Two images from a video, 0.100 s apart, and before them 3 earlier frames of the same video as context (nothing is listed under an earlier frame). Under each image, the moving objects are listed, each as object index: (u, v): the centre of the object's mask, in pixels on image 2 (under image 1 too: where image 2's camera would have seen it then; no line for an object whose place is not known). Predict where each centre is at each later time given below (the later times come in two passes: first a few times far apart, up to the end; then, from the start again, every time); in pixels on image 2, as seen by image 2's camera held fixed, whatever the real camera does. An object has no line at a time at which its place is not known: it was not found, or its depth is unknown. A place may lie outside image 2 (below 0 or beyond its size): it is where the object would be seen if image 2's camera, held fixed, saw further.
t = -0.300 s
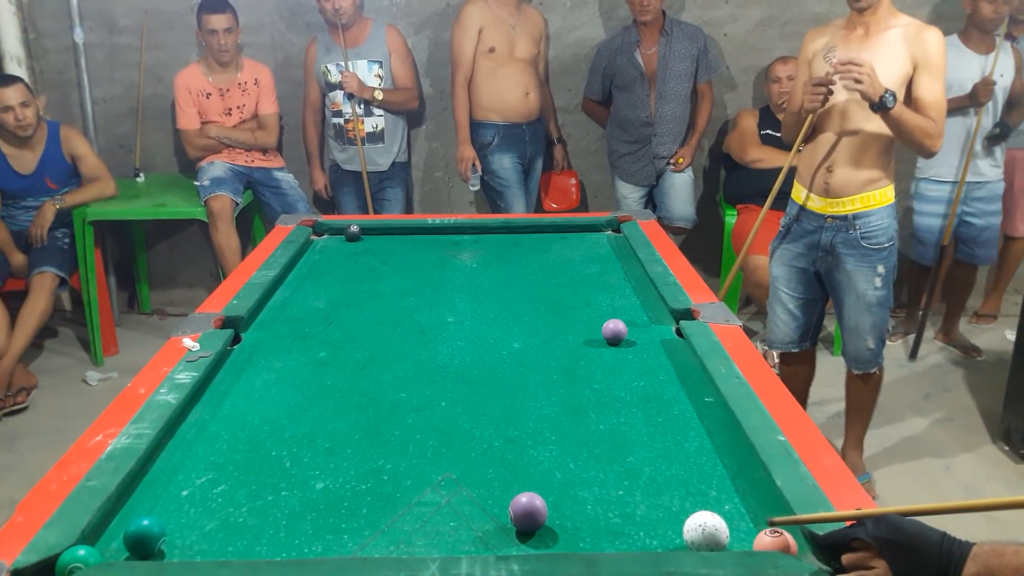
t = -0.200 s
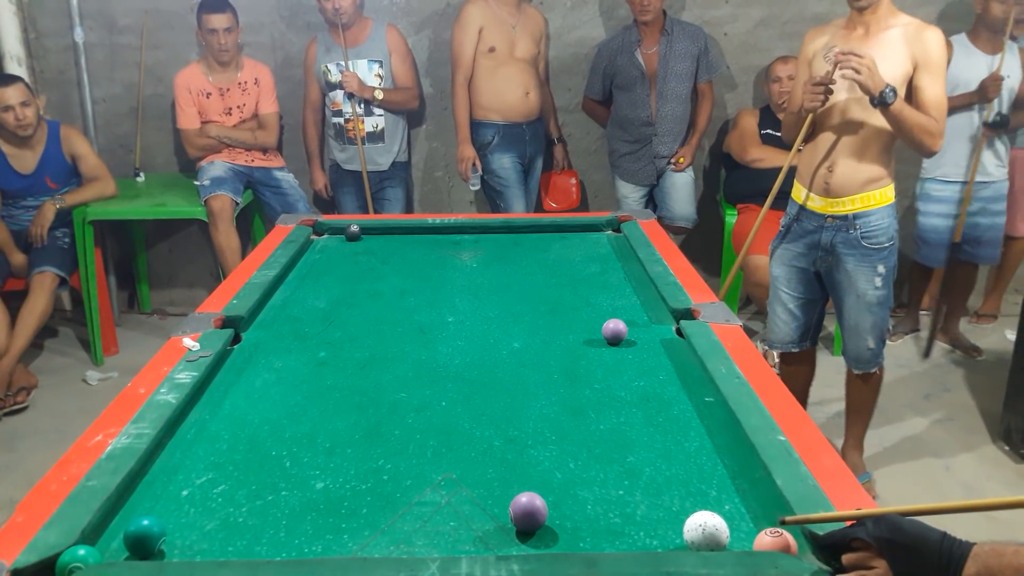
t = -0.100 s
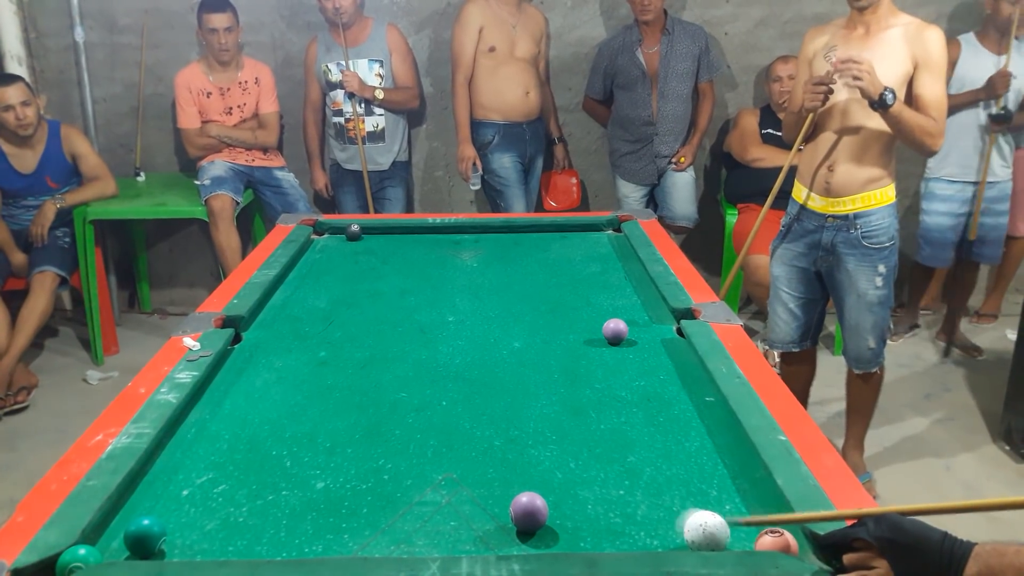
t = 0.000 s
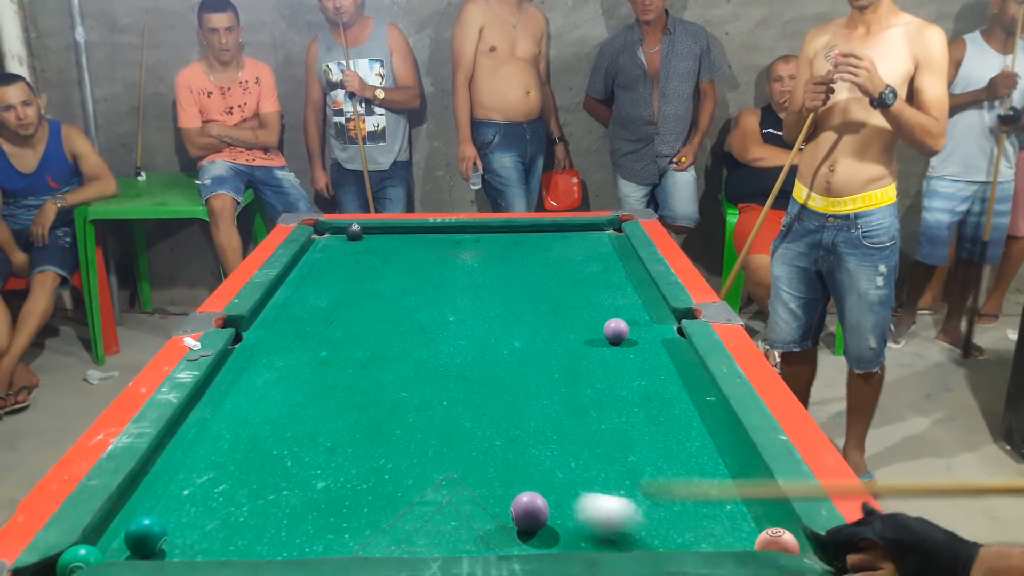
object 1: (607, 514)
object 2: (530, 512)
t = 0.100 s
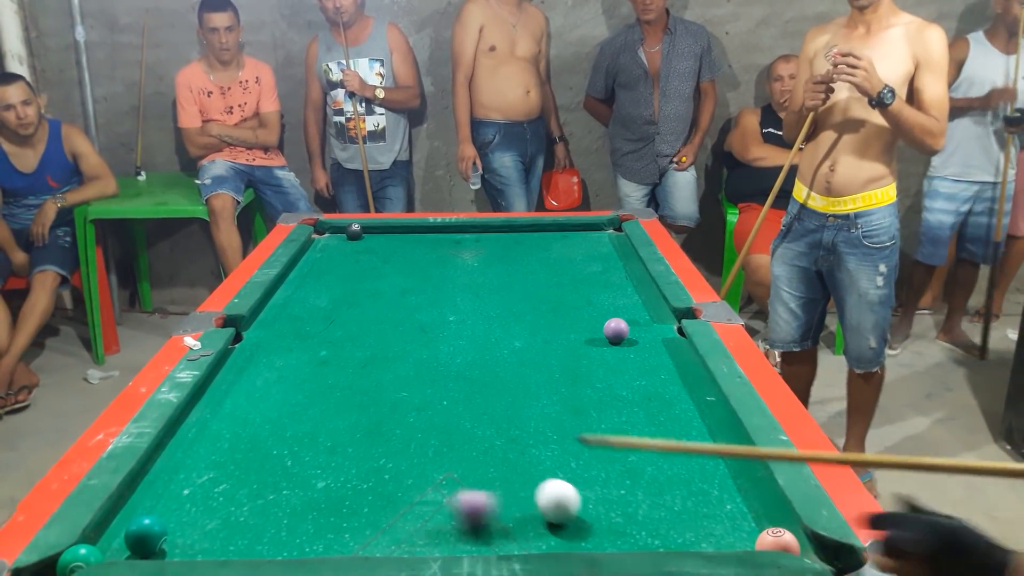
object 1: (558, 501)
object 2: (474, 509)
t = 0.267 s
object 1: (505, 479)
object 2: (362, 507)
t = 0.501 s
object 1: (440, 453)
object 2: (212, 504)
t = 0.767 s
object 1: (378, 428)
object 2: (195, 498)
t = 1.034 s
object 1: (326, 407)
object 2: (317, 492)
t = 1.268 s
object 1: (286, 391)
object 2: (417, 487)
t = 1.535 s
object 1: (246, 376)
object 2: (523, 481)
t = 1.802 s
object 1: (243, 364)
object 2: (621, 476)
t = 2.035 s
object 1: (274, 355)
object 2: (702, 472)
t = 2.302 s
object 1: (305, 347)
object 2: (714, 470)
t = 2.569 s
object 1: (330, 341)
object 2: (651, 469)
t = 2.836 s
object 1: (351, 336)
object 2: (594, 468)
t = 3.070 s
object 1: (366, 332)
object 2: (550, 466)
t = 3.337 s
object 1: (379, 329)
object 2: (505, 465)
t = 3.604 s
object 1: (387, 326)
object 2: (466, 463)
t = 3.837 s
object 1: (392, 325)
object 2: (436, 463)
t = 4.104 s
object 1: (394, 324)
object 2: (408, 460)
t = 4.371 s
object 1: (394, 324)
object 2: (386, 458)
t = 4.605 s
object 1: (394, 325)
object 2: (371, 456)
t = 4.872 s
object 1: (394, 325)
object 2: (358, 455)
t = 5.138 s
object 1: (394, 325)
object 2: (350, 455)
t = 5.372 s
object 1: (394, 325)
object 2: (348, 455)
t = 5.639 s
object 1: (394, 324)
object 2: (349, 455)
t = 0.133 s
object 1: (547, 496)
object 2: (451, 508)
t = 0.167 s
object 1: (536, 492)
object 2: (428, 507)
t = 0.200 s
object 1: (525, 488)
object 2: (406, 507)
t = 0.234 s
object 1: (515, 484)
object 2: (384, 507)
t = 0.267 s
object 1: (505, 479)
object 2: (362, 507)
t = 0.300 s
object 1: (495, 475)
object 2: (340, 506)
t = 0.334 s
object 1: (485, 471)
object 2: (318, 506)
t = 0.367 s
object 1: (475, 467)
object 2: (297, 506)
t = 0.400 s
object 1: (466, 463)
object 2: (274, 505)
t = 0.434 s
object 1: (457, 460)
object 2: (254, 505)
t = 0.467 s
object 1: (449, 456)
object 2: (233, 504)
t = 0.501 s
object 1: (440, 453)
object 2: (212, 504)
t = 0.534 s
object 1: (432, 449)
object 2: (192, 503)
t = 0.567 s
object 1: (424, 446)
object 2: (171, 501)
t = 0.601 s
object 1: (416, 442)
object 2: (152, 500)
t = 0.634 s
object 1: (408, 440)
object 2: (133, 500)
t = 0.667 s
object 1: (400, 436)
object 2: (147, 498)
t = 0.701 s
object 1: (393, 433)
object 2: (163, 500)
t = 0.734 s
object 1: (385, 430)
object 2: (179, 499)
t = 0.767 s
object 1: (378, 428)
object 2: (195, 498)
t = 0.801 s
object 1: (371, 425)
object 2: (210, 497)
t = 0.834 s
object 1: (364, 422)
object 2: (227, 497)
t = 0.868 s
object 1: (357, 419)
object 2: (242, 496)
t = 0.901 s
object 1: (351, 417)
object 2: (257, 495)
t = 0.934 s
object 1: (344, 414)
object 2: (272, 495)
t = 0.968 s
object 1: (338, 412)
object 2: (288, 494)
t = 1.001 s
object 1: (332, 409)
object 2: (303, 493)
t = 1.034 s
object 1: (326, 407)
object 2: (317, 492)
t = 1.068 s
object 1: (319, 404)
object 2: (332, 491)
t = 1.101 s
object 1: (313, 402)
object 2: (347, 491)
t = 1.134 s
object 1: (308, 400)
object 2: (361, 490)
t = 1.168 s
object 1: (302, 398)
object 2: (375, 489)
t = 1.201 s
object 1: (297, 396)
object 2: (389, 488)
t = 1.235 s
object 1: (291, 393)
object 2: (403, 488)
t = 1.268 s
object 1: (286, 391)
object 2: (417, 487)
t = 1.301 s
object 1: (281, 389)
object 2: (430, 486)
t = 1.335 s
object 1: (275, 387)
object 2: (444, 485)
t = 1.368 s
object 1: (270, 385)
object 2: (457, 484)
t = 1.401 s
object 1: (266, 383)
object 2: (471, 483)
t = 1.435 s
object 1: (261, 381)
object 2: (485, 483)
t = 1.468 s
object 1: (256, 380)
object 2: (497, 482)
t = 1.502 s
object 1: (251, 378)
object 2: (510, 481)
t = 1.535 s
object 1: (246, 376)
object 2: (523, 481)
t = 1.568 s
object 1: (242, 374)
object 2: (536, 480)
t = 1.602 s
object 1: (237, 372)
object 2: (548, 479)
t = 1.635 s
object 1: (233, 371)
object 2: (560, 479)
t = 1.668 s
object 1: (229, 369)
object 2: (573, 478)
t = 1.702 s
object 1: (229, 367)
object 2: (585, 478)
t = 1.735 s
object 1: (234, 366)
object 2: (597, 477)
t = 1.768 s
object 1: (239, 365)
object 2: (609, 477)
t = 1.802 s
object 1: (243, 364)
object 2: (621, 476)
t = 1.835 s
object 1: (248, 362)
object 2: (633, 475)
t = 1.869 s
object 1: (253, 361)
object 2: (644, 475)
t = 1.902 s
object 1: (257, 360)
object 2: (656, 475)
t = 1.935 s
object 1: (262, 358)
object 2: (668, 474)
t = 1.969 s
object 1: (266, 358)
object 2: (679, 473)
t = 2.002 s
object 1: (270, 356)
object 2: (691, 473)
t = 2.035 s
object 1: (274, 355)
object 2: (702, 472)
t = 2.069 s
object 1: (278, 354)
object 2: (713, 472)
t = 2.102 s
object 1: (282, 353)
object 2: (724, 471)
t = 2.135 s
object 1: (286, 353)
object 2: (735, 470)
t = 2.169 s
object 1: (290, 351)
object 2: (744, 470)
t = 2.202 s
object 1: (294, 351)
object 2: (740, 470)
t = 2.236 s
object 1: (298, 349)
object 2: (731, 470)
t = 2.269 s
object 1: (301, 348)
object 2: (722, 470)
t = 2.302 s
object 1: (305, 347)
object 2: (714, 470)
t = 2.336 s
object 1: (309, 346)
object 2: (706, 469)
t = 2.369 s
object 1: (312, 345)
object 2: (698, 469)
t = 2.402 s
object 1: (315, 345)
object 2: (689, 469)
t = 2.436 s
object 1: (318, 344)
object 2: (681, 469)
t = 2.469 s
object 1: (322, 343)
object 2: (674, 469)
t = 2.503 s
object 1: (324, 342)
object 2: (666, 469)
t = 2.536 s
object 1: (328, 342)
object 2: (659, 469)
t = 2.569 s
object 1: (330, 341)
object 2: (651, 469)
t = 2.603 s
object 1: (333, 340)
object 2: (643, 469)
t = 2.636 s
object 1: (336, 339)
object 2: (636, 469)
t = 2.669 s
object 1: (339, 339)
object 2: (629, 469)
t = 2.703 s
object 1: (341, 338)
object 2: (622, 468)
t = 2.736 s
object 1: (344, 338)
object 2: (615, 468)
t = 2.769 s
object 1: (346, 337)
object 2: (608, 468)
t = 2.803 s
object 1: (349, 336)
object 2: (601, 467)
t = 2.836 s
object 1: (351, 336)
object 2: (594, 468)
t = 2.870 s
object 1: (353, 335)
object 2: (588, 467)
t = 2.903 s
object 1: (356, 334)
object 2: (581, 467)
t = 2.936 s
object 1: (358, 334)
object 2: (575, 467)
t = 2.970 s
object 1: (360, 333)
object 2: (568, 467)
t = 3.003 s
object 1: (362, 333)
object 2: (562, 467)
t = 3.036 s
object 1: (364, 332)
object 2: (556, 466)
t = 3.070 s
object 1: (366, 332)
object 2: (550, 466)
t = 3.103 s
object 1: (368, 332)
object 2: (544, 466)
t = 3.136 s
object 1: (369, 331)
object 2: (538, 466)
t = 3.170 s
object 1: (371, 331)
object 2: (533, 466)
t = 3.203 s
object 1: (373, 330)
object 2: (527, 465)
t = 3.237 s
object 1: (375, 330)
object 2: (521, 466)
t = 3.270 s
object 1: (376, 330)
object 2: (516, 465)
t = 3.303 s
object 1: (377, 329)
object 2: (510, 465)
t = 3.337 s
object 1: (379, 329)
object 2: (505, 465)
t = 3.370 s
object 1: (380, 328)
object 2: (500, 465)
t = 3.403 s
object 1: (381, 328)
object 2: (495, 465)
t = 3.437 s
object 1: (382, 328)
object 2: (490, 465)
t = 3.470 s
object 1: (383, 327)
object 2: (485, 464)
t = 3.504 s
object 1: (384, 327)
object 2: (480, 464)
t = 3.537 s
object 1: (385, 326)
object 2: (476, 464)
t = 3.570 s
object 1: (386, 326)
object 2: (471, 464)
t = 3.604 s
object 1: (387, 326)
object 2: (466, 463)
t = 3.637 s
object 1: (388, 326)
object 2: (462, 463)
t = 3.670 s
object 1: (389, 326)
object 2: (457, 463)
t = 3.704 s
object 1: (390, 325)
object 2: (453, 463)
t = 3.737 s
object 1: (390, 325)
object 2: (449, 463)
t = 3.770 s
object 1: (391, 325)
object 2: (445, 463)
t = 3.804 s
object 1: (391, 325)
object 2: (441, 463)
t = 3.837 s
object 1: (392, 325)
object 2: (436, 463)
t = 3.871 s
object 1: (392, 325)
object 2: (433, 462)
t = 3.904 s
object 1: (393, 325)
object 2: (429, 462)
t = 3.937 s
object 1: (393, 325)
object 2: (426, 462)
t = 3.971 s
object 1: (393, 324)
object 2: (422, 462)
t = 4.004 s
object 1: (394, 324)
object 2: (419, 461)
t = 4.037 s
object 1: (394, 324)
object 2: (415, 461)
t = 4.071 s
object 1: (394, 324)
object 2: (412, 460)
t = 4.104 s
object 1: (394, 324)
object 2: (408, 460)
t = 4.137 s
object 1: (394, 324)
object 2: (405, 459)
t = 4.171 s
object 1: (395, 325)
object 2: (402, 460)
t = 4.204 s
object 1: (394, 324)
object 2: (399, 459)
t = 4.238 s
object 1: (394, 325)
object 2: (396, 459)
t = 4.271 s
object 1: (395, 324)
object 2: (394, 459)
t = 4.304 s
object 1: (394, 325)
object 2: (391, 459)
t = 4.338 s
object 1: (394, 325)
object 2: (388, 459)
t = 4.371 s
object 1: (394, 324)
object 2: (386, 458)
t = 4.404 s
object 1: (394, 324)
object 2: (383, 458)
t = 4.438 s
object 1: (394, 324)
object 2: (381, 458)
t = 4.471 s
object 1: (394, 324)
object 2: (379, 457)
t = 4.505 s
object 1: (394, 324)
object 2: (377, 457)
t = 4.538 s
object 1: (394, 324)
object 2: (374, 457)
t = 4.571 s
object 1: (394, 324)
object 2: (373, 457)
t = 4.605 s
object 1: (394, 325)
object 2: (371, 456)
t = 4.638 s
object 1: (394, 325)
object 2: (369, 456)
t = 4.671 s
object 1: (394, 325)
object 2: (367, 456)
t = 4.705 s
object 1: (394, 325)
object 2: (366, 456)
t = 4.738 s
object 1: (394, 324)
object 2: (364, 456)
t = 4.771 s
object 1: (394, 325)
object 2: (362, 456)
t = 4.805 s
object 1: (394, 324)
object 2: (361, 455)
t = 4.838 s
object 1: (394, 325)
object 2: (360, 455)
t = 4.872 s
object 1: (394, 325)
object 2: (358, 455)
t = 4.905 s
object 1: (395, 325)
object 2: (357, 455)
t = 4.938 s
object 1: (395, 324)
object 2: (356, 455)
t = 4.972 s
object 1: (394, 324)
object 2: (355, 455)
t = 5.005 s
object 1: (394, 325)
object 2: (354, 454)
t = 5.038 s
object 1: (394, 324)
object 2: (353, 454)
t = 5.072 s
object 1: (394, 324)
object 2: (352, 455)
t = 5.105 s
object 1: (394, 324)
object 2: (351, 454)
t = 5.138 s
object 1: (394, 325)
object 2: (350, 455)
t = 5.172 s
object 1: (394, 325)
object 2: (350, 455)
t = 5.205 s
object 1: (394, 325)
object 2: (350, 455)
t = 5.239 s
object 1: (394, 325)
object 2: (349, 455)
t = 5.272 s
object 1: (394, 325)
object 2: (349, 455)
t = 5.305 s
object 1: (394, 325)
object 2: (349, 455)
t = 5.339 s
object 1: (394, 325)
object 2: (349, 455)
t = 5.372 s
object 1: (394, 325)
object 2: (348, 455)
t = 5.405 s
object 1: (394, 325)
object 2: (348, 455)
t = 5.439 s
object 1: (394, 325)
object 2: (348, 455)
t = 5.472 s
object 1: (394, 325)
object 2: (348, 455)
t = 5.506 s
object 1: (394, 324)
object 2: (348, 455)
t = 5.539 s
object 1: (394, 324)
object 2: (348, 455)
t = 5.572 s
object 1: (394, 324)
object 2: (348, 456)
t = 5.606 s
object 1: (394, 324)
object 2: (349, 456)
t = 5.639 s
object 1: (394, 324)
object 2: (349, 455)
